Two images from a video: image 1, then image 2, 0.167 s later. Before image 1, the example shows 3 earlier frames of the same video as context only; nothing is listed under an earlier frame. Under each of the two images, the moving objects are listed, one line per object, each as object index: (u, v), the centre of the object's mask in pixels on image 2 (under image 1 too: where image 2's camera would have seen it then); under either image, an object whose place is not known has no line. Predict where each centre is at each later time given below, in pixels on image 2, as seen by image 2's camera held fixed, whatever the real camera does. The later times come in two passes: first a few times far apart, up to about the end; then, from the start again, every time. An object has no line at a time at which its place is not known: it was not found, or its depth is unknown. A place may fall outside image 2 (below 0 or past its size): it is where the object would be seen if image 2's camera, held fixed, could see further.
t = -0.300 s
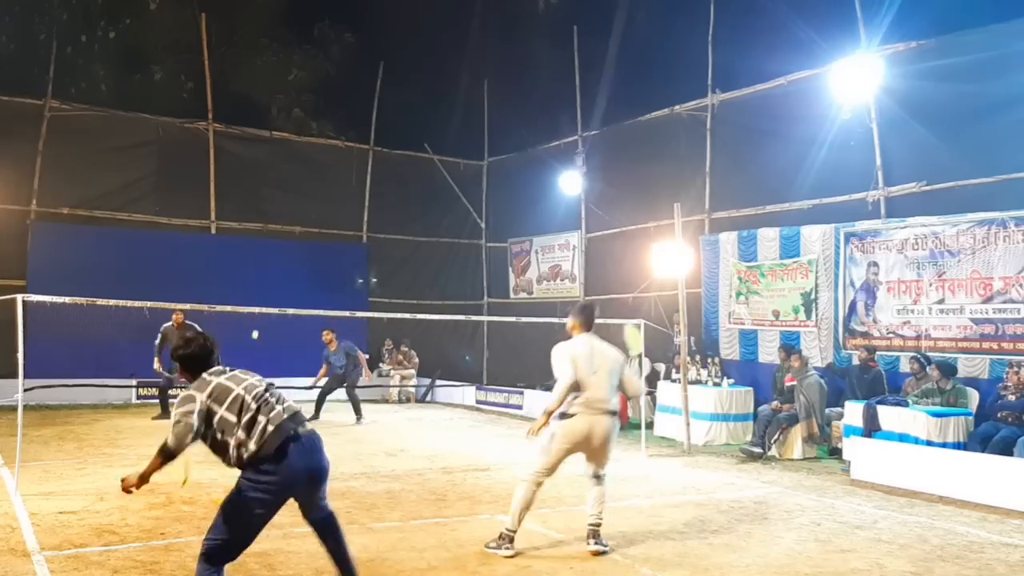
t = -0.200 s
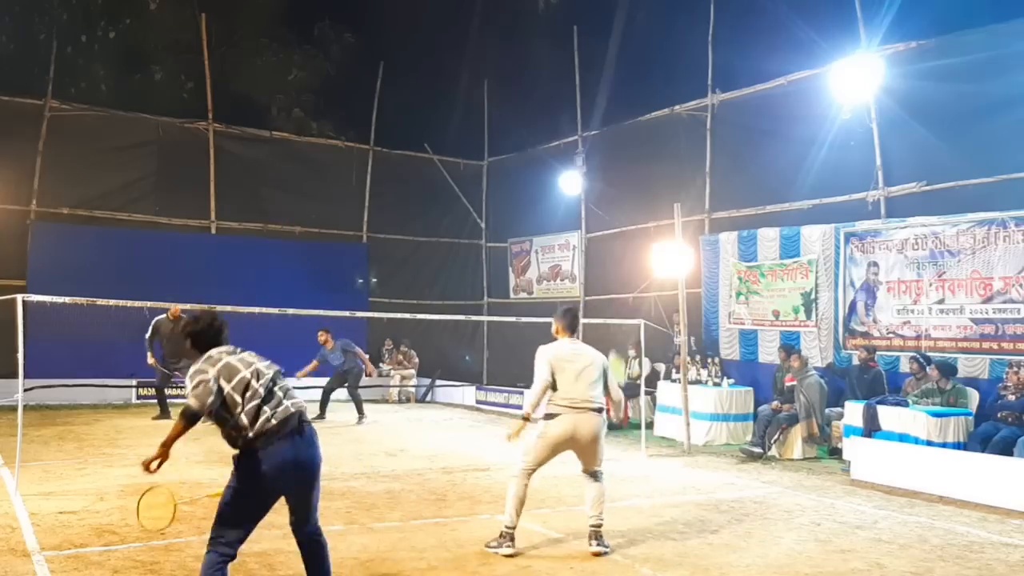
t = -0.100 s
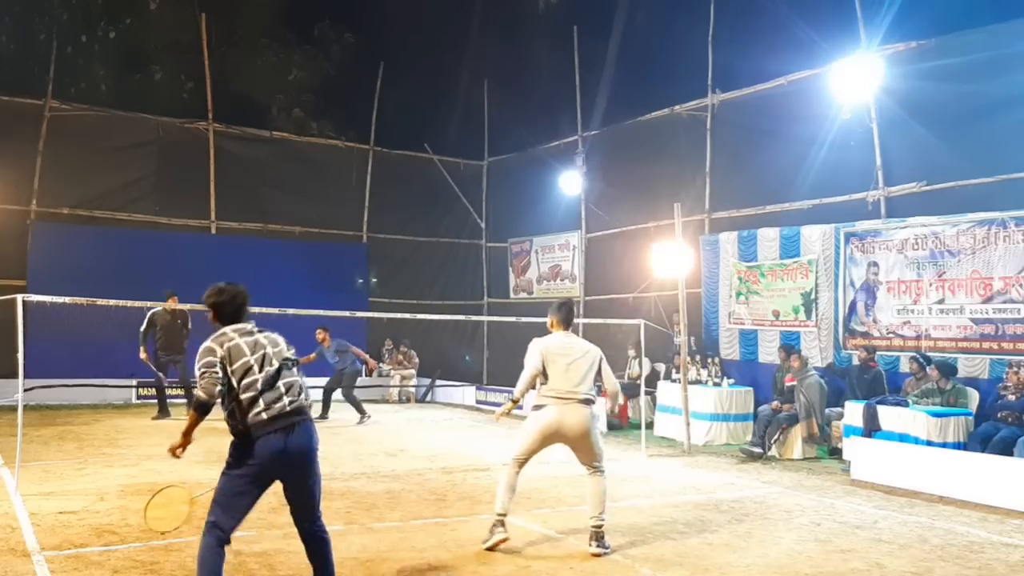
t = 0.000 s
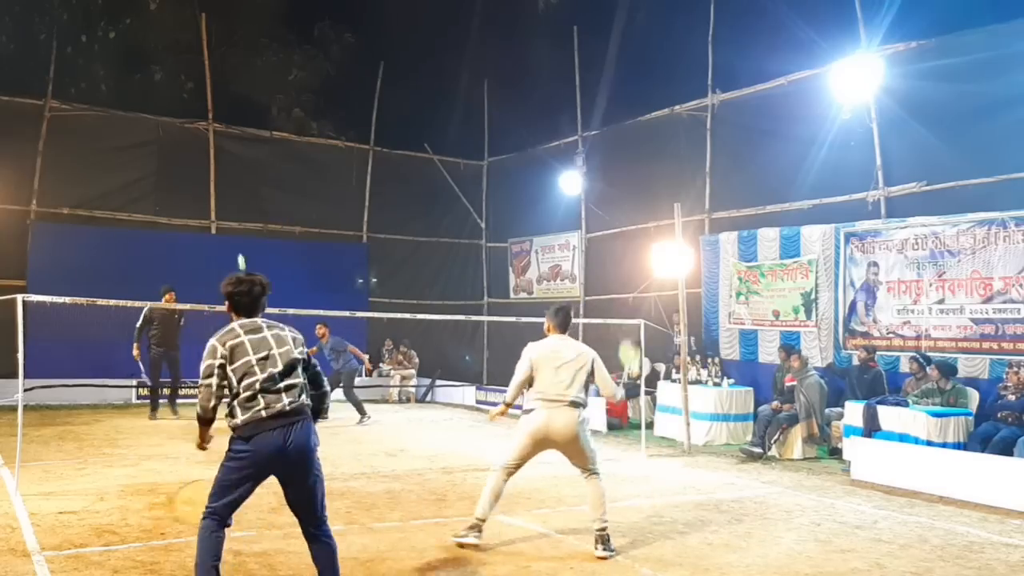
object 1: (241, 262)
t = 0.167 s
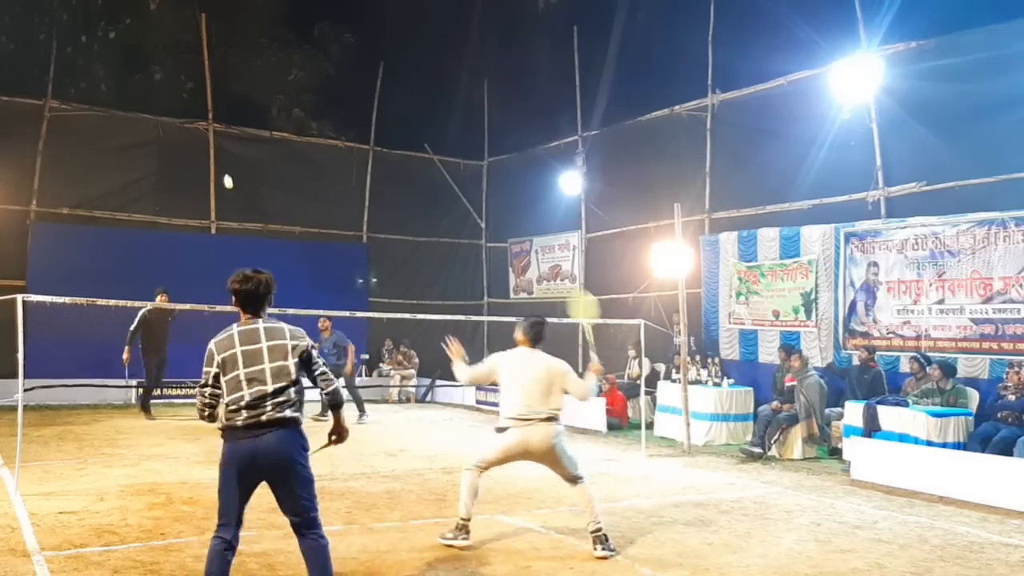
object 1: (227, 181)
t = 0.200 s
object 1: (224, 169)
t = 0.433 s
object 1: (204, 122)
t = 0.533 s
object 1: (193, 121)
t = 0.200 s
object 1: (224, 169)
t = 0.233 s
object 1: (222, 159)
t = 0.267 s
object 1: (219, 150)
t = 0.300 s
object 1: (217, 141)
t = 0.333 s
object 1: (213, 134)
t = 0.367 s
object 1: (210, 129)
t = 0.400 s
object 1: (207, 124)
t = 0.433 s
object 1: (204, 122)
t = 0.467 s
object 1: (201, 121)
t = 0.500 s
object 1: (198, 120)
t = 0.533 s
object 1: (193, 121)
